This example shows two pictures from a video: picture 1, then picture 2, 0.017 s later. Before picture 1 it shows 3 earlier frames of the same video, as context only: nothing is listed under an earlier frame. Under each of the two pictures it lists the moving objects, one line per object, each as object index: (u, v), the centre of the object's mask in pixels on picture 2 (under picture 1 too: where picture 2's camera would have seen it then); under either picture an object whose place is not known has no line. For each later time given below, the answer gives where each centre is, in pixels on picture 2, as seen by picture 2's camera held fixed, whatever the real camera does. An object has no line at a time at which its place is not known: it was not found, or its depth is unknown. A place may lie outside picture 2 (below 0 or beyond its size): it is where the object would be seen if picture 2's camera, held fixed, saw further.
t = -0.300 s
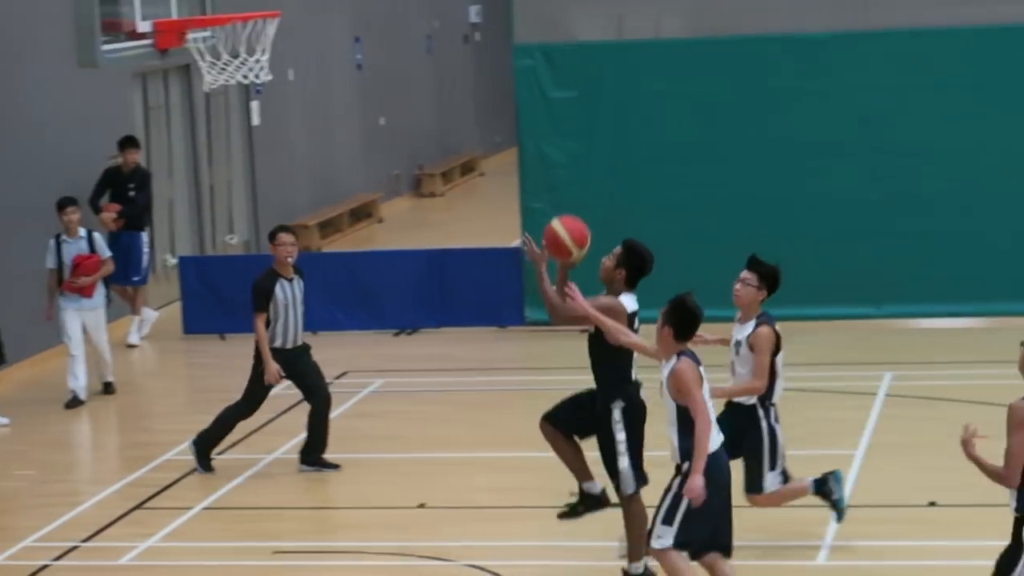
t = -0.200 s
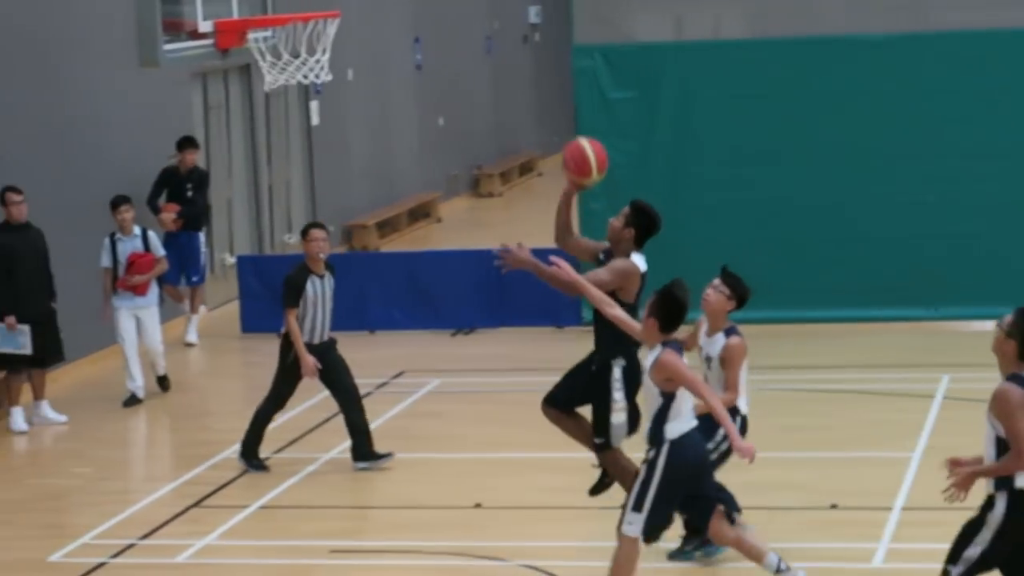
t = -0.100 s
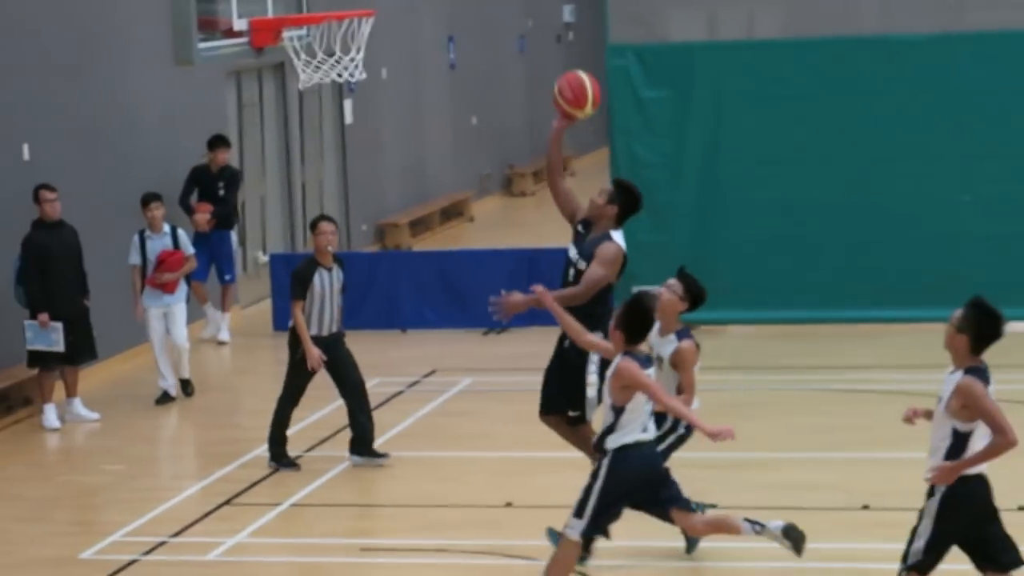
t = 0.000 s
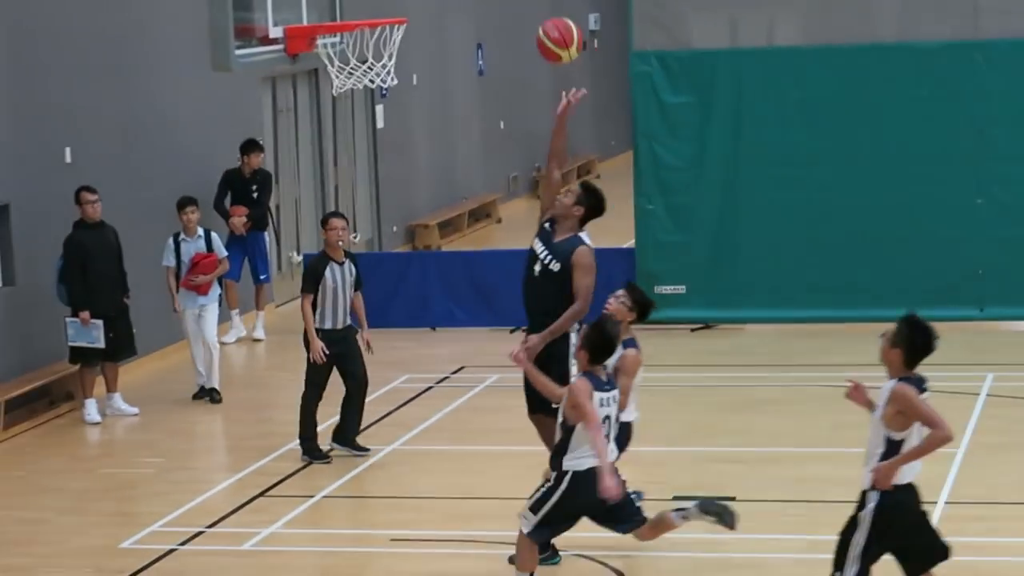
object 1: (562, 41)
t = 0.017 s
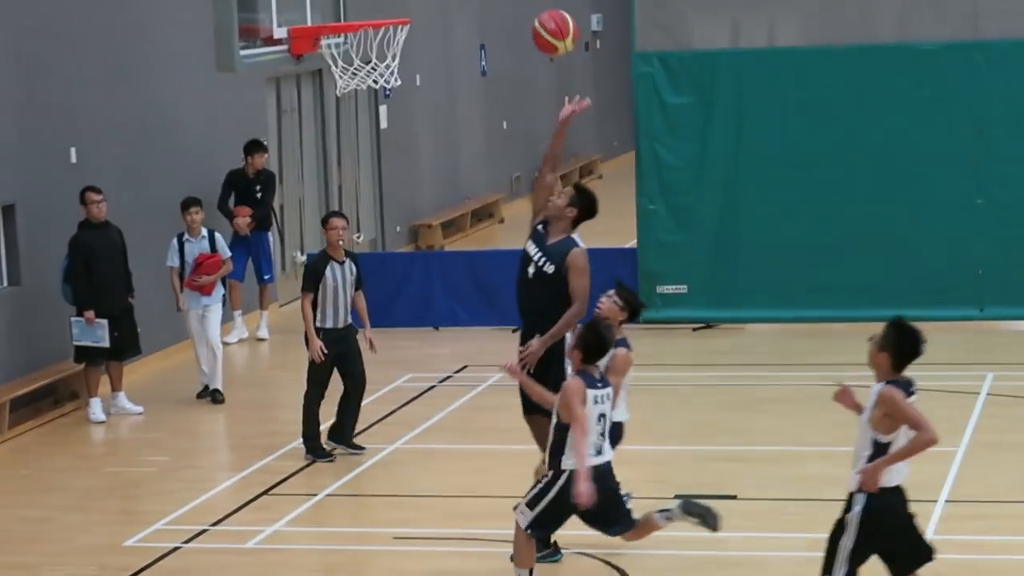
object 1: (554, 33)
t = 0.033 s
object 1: (547, 24)
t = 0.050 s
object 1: (540, 17)
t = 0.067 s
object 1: (533, 13)
